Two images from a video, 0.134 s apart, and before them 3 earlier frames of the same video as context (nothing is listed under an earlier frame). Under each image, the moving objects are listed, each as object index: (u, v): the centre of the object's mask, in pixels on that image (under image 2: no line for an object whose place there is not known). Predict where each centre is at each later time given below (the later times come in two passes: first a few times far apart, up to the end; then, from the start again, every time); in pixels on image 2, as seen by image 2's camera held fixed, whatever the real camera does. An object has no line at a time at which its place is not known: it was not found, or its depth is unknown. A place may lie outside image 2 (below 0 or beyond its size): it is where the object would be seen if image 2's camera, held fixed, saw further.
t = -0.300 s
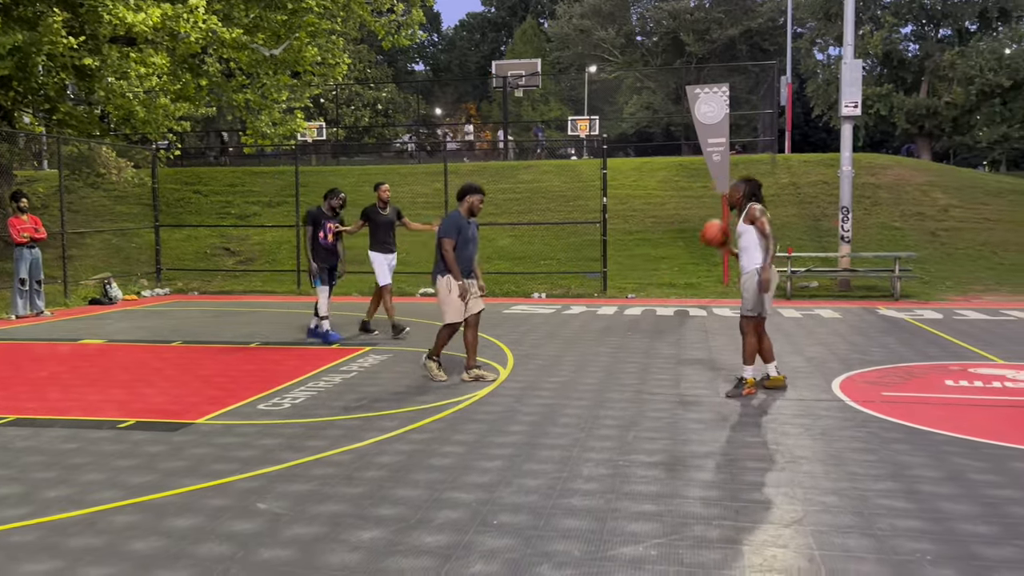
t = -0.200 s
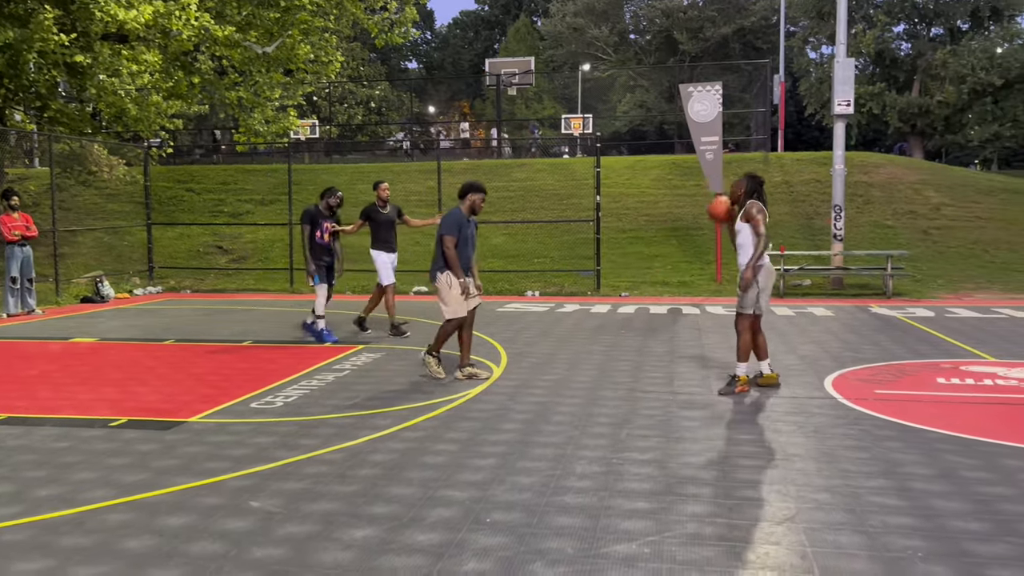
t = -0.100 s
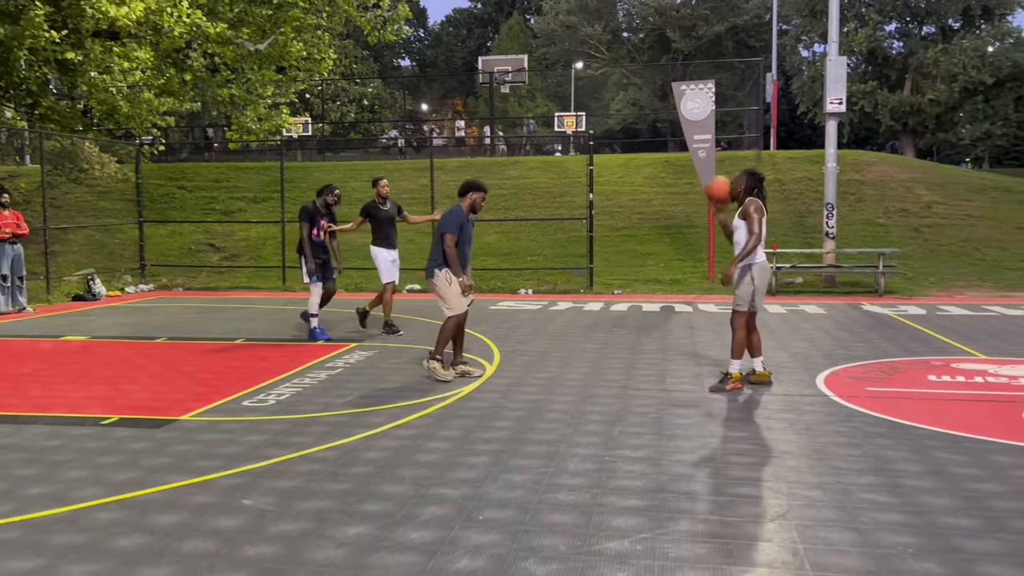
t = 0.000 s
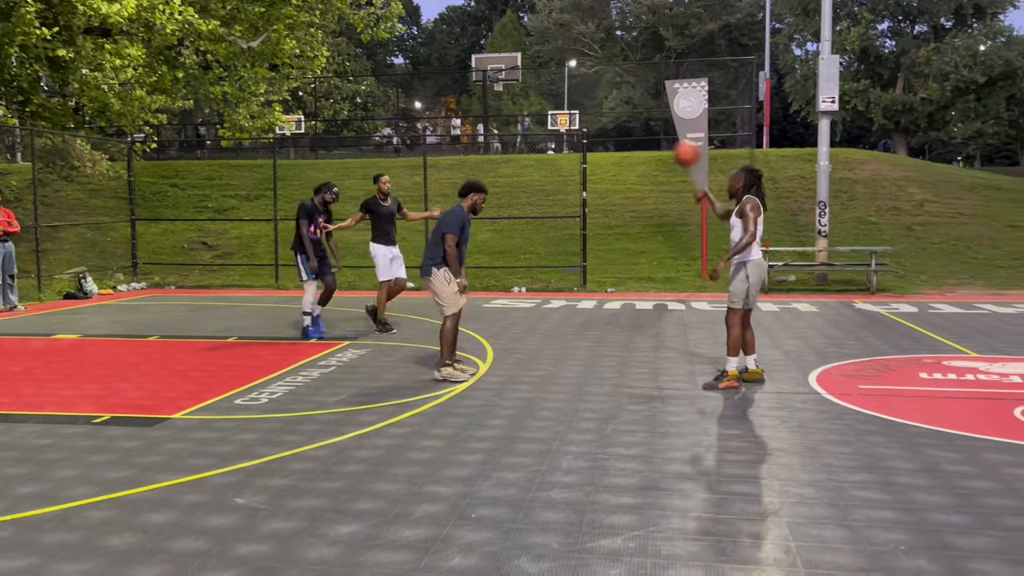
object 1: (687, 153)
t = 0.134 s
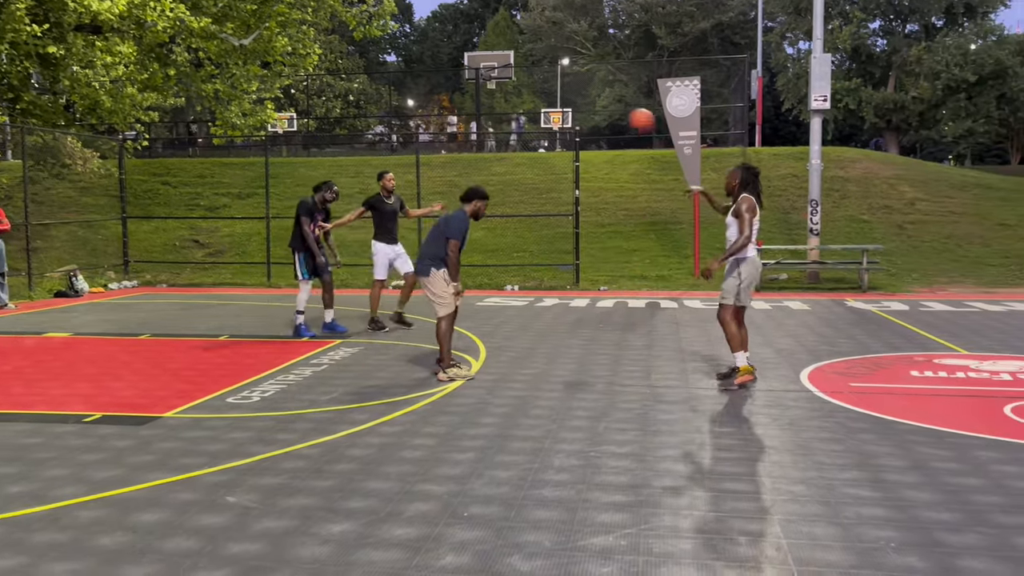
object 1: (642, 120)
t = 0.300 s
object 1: (600, 109)
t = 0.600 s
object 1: (541, 150)
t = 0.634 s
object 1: (536, 159)
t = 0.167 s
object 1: (633, 116)
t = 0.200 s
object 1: (624, 113)
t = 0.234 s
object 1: (617, 111)
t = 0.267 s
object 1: (608, 109)
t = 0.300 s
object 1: (600, 109)
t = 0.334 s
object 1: (593, 111)
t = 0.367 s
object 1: (586, 113)
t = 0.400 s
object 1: (579, 115)
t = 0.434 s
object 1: (572, 119)
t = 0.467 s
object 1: (565, 123)
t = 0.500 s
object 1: (558, 129)
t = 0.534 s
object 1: (553, 135)
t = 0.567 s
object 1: (547, 142)
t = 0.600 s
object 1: (541, 150)
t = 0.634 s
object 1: (536, 159)
